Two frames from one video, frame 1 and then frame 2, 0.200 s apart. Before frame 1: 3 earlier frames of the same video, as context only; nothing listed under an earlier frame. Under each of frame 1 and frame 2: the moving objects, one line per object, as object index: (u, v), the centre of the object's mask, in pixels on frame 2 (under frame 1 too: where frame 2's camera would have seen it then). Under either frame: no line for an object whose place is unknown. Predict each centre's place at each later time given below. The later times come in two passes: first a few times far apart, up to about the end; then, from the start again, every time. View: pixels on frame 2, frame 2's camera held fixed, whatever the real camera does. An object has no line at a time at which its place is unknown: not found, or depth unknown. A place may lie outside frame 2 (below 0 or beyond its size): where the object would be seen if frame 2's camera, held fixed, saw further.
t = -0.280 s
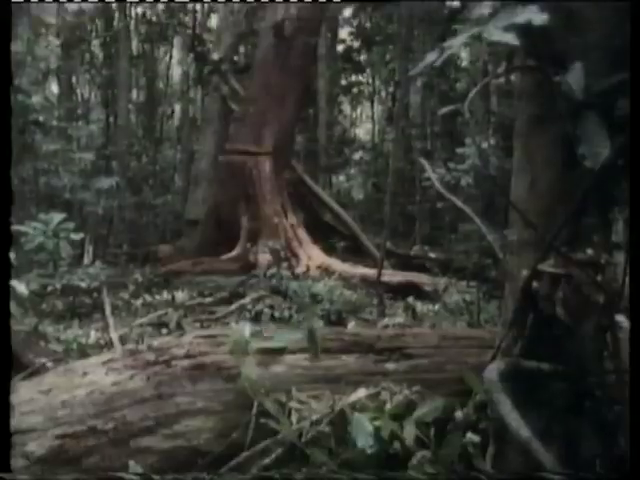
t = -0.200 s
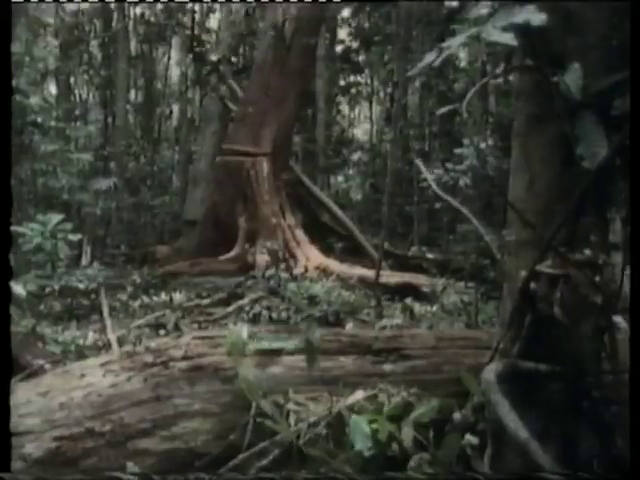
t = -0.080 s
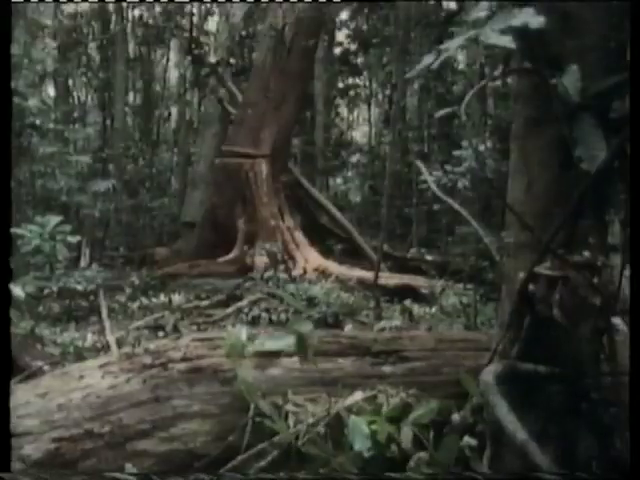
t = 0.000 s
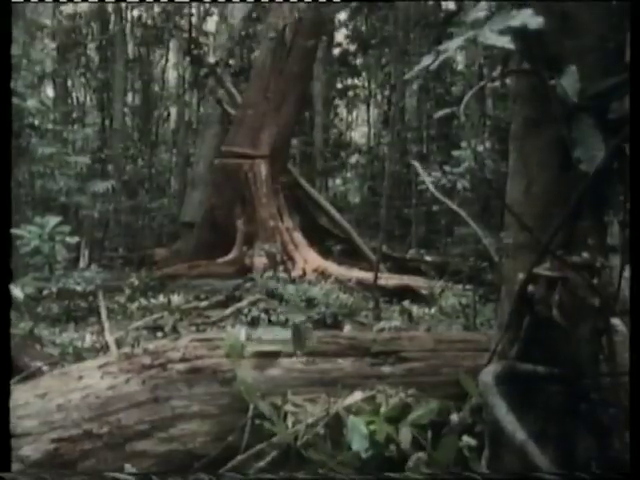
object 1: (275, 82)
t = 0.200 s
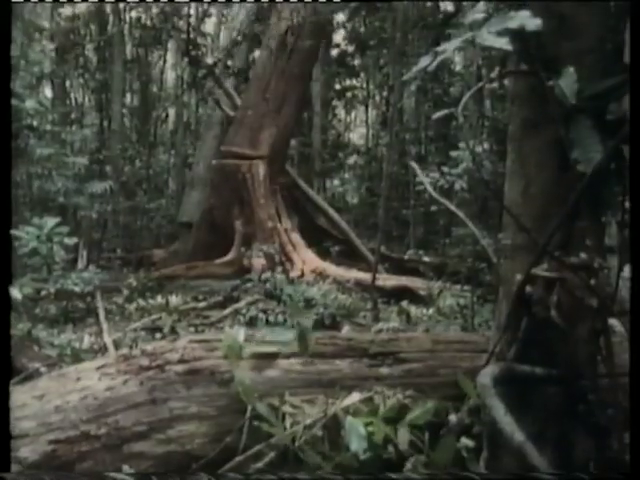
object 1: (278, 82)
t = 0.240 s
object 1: (280, 81)
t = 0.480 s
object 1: (283, 81)
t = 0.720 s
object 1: (286, 82)
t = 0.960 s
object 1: (291, 78)
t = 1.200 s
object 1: (298, 78)
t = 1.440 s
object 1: (301, 76)
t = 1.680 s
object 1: (315, 73)
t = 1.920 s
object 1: (326, 72)
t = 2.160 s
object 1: (341, 71)
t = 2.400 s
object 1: (349, 79)
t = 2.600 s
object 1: (354, 89)
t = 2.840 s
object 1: (363, 102)
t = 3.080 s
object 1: (366, 117)
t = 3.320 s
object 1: (350, 138)
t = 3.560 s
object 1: (342, 151)
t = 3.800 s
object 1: (357, 176)
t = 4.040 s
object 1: (375, 238)
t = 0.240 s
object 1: (280, 81)
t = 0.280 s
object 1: (280, 81)
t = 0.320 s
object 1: (281, 81)
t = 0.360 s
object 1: (281, 81)
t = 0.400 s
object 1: (282, 81)
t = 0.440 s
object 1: (283, 81)
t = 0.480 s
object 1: (283, 81)
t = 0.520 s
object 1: (284, 82)
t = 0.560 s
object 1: (284, 82)
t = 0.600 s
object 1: (285, 82)
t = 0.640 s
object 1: (285, 81)
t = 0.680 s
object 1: (286, 82)
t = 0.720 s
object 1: (286, 82)
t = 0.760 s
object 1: (287, 81)
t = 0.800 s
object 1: (288, 81)
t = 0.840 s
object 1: (289, 81)
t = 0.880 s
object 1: (290, 80)
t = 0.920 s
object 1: (291, 79)
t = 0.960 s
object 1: (291, 78)
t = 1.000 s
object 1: (292, 76)
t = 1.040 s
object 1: (293, 79)
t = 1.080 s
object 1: (295, 79)
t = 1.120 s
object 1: (296, 79)
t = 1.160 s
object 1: (296, 78)
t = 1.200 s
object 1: (298, 78)
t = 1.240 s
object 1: (298, 78)
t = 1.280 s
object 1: (299, 78)
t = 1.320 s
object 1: (300, 78)
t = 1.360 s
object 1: (298, 76)
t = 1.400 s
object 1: (300, 75)
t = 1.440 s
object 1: (301, 76)
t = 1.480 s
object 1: (303, 75)
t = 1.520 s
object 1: (305, 75)
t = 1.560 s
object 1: (308, 74)
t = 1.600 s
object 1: (310, 74)
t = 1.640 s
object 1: (312, 73)
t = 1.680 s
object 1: (315, 73)
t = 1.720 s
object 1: (318, 72)
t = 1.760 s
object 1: (320, 72)
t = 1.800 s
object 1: (321, 72)
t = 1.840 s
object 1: (322, 73)
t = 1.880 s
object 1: (324, 72)
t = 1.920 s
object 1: (326, 72)
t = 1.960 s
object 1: (328, 71)
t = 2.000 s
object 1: (331, 70)
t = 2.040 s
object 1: (333, 70)
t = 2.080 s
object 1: (335, 69)
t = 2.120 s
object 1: (336, 69)
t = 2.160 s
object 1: (341, 71)
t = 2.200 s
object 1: (343, 72)
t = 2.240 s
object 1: (346, 72)
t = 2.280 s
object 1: (348, 73)
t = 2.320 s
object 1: (351, 73)
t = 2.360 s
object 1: (349, 77)
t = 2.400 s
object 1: (349, 79)
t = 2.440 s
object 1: (349, 81)
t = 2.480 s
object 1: (348, 83)
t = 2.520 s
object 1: (352, 84)
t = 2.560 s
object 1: (349, 88)
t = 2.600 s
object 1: (354, 89)
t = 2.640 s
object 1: (353, 92)
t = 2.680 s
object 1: (355, 94)
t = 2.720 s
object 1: (355, 97)
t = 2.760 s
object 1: (361, 97)
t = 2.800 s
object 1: (356, 102)
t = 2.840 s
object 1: (363, 102)
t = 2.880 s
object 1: (368, 103)
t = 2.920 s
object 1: (367, 106)
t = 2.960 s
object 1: (368, 108)
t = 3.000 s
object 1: (366, 112)
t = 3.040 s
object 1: (366, 114)
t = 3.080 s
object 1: (366, 117)
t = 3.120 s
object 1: (353, 124)
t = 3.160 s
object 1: (353, 127)
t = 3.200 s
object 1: (352, 130)
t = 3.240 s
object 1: (351, 134)
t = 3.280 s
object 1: (362, 137)
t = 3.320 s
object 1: (350, 138)
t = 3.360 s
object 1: (361, 141)
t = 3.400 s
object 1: (362, 144)
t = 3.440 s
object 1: (360, 147)
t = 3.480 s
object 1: (346, 146)
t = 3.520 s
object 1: (344, 149)
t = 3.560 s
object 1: (342, 151)
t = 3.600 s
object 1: (354, 157)
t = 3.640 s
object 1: (355, 160)
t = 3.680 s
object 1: (355, 162)
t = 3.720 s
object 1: (354, 165)
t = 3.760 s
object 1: (353, 169)
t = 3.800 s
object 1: (357, 176)
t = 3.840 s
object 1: (355, 183)
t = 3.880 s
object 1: (361, 195)
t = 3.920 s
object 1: (354, 200)
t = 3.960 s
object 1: (371, 213)
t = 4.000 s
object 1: (370, 231)
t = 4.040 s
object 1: (375, 238)
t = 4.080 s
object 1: (371, 235)
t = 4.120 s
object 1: (371, 234)
